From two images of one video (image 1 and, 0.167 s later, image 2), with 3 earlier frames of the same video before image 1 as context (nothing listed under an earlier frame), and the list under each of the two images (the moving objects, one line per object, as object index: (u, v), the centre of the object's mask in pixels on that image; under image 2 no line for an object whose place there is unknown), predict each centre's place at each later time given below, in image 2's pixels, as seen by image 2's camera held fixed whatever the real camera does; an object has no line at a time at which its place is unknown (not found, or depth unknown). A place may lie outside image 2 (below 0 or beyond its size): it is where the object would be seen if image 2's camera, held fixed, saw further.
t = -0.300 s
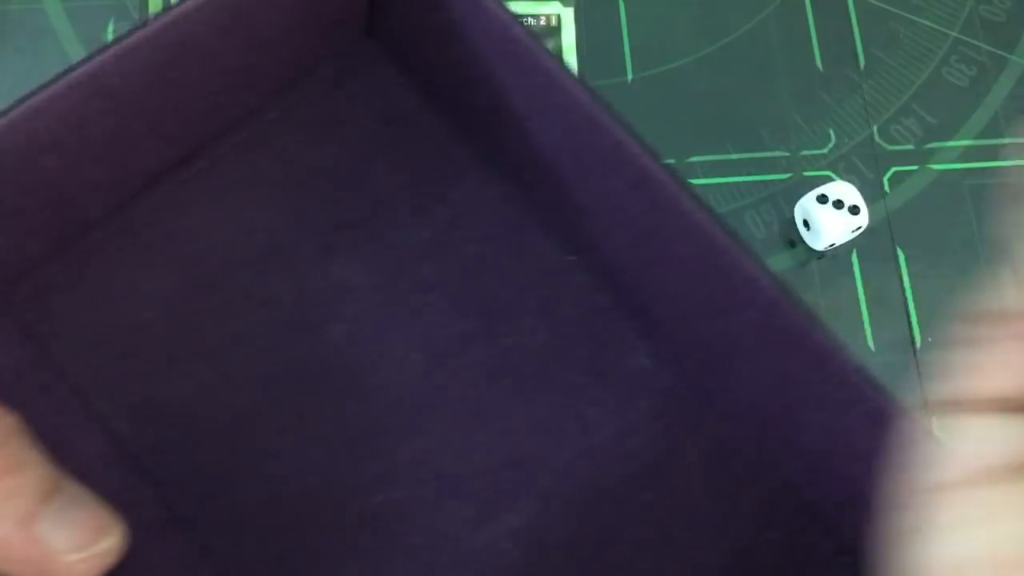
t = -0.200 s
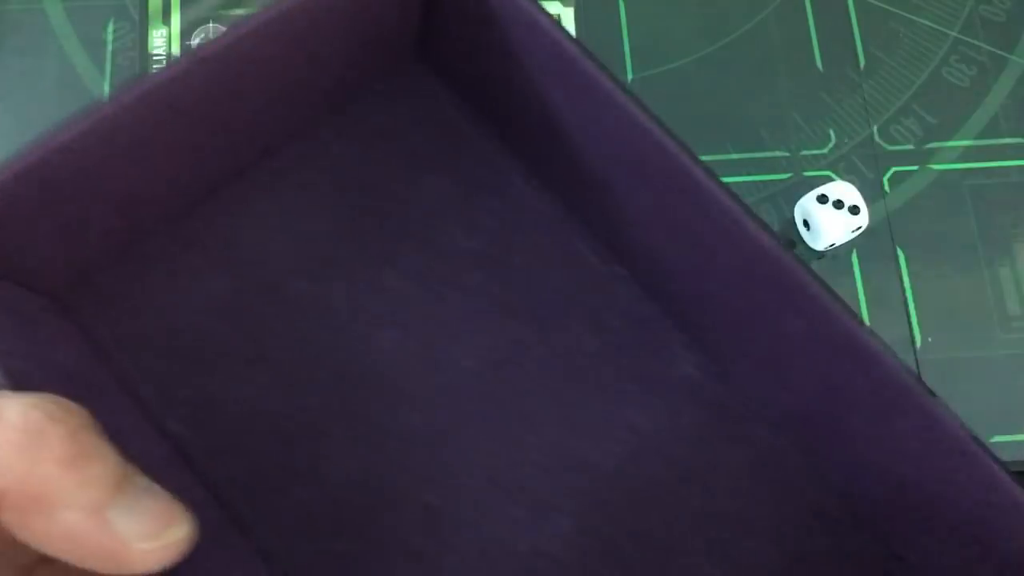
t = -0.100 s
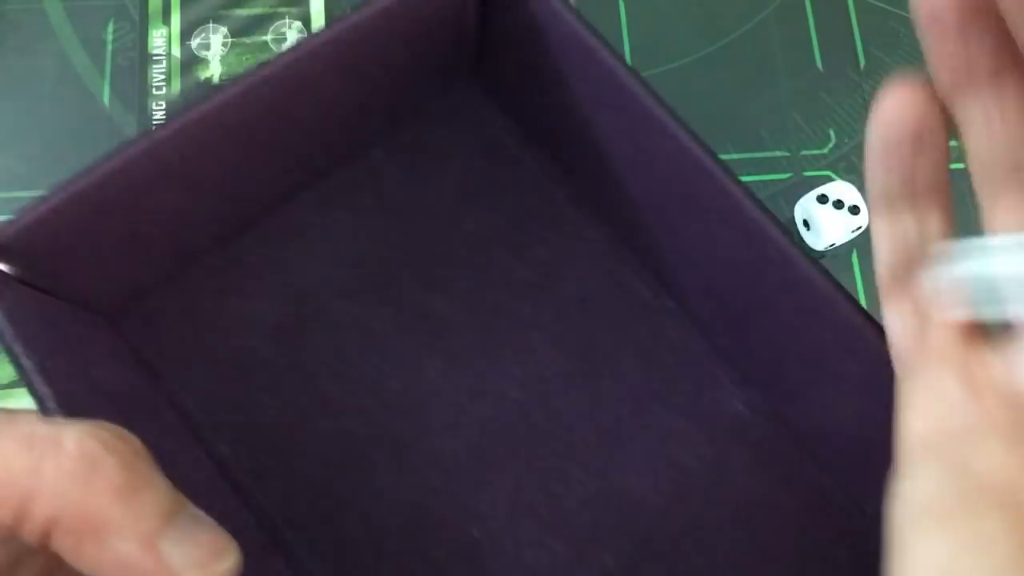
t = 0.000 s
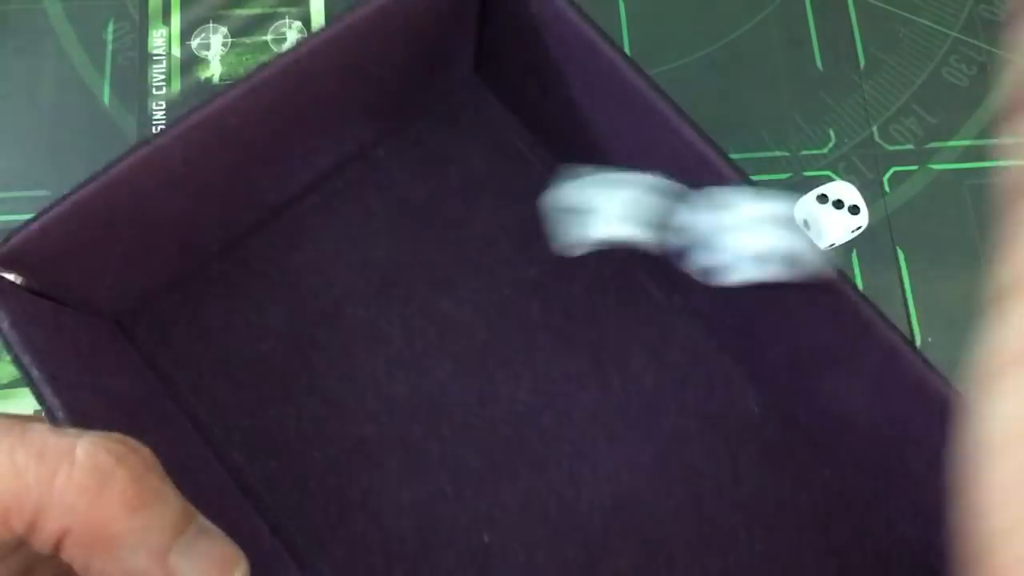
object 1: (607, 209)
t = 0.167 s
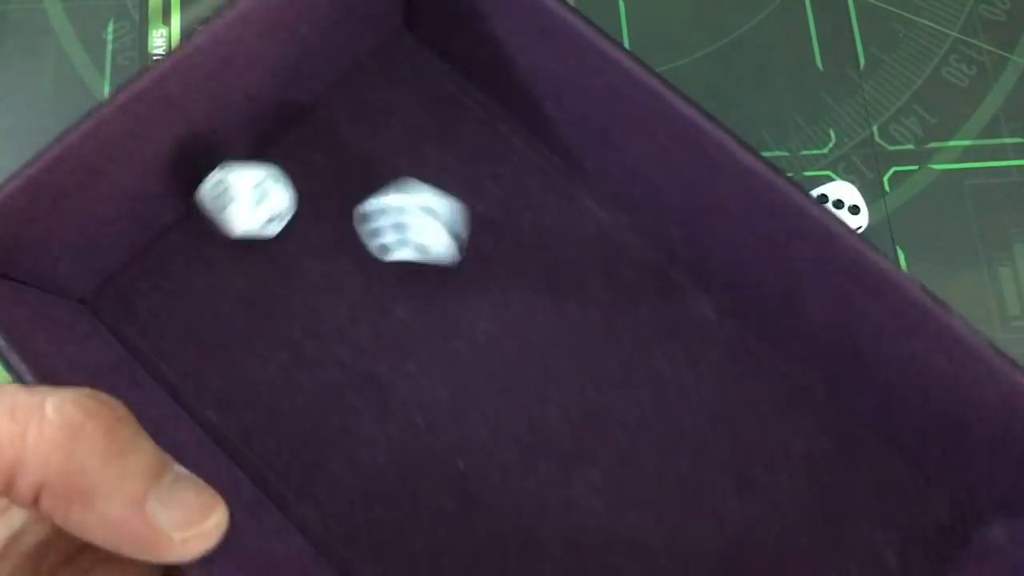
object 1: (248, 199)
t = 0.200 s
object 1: (235, 220)
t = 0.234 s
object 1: (224, 232)
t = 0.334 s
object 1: (184, 277)
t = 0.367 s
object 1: (176, 279)
